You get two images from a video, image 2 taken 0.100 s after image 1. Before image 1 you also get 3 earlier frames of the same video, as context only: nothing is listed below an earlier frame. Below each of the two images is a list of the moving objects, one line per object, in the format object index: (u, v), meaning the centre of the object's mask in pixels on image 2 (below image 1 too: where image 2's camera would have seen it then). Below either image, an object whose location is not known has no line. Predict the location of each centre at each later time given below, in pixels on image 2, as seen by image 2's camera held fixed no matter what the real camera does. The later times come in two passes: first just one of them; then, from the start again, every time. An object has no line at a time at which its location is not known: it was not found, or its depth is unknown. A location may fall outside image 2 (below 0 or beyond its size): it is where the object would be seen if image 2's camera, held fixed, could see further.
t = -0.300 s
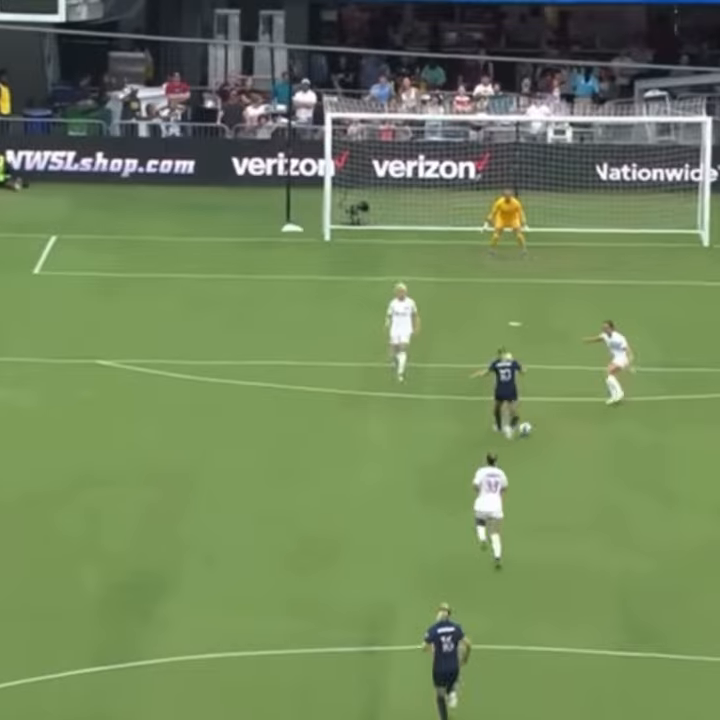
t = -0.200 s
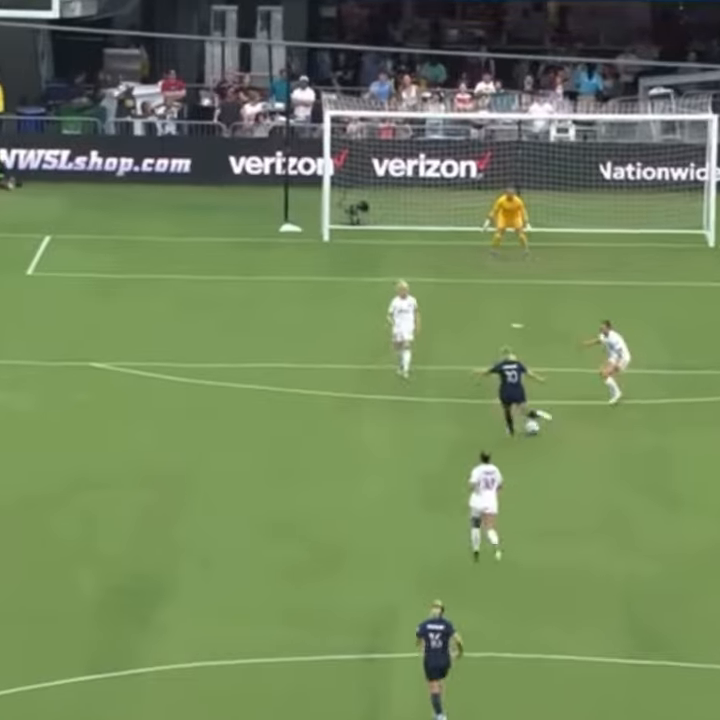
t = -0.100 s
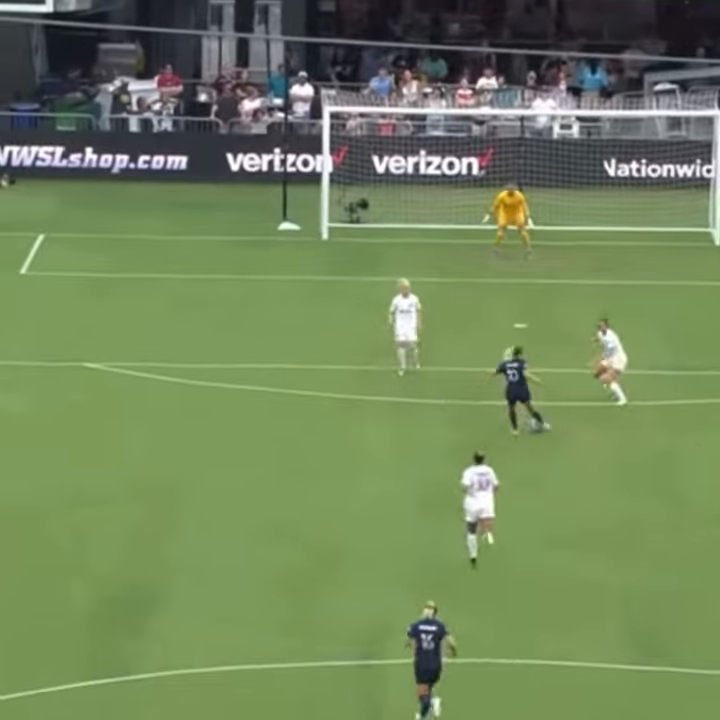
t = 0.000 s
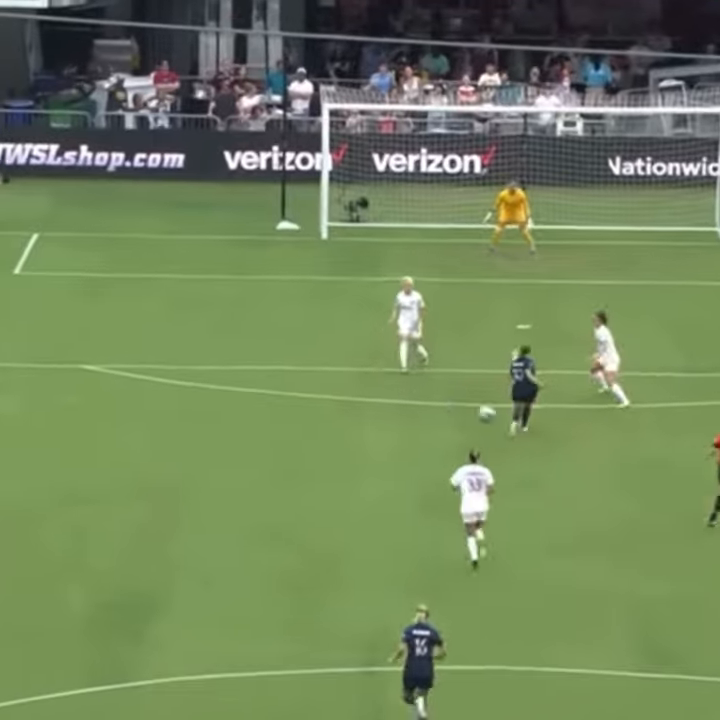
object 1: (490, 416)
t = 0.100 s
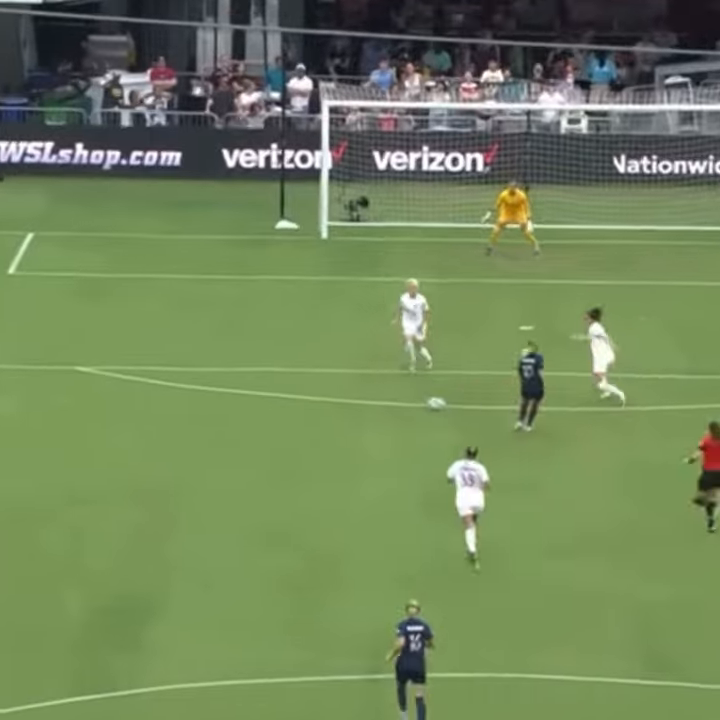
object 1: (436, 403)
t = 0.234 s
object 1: (371, 388)
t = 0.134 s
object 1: (418, 399)
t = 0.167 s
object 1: (404, 395)
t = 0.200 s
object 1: (387, 391)
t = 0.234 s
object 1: (371, 388)
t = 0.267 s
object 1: (356, 384)
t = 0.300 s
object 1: (342, 382)
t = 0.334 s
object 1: (328, 378)
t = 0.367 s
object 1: (313, 375)
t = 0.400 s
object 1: (300, 372)
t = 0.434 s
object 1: (287, 370)
